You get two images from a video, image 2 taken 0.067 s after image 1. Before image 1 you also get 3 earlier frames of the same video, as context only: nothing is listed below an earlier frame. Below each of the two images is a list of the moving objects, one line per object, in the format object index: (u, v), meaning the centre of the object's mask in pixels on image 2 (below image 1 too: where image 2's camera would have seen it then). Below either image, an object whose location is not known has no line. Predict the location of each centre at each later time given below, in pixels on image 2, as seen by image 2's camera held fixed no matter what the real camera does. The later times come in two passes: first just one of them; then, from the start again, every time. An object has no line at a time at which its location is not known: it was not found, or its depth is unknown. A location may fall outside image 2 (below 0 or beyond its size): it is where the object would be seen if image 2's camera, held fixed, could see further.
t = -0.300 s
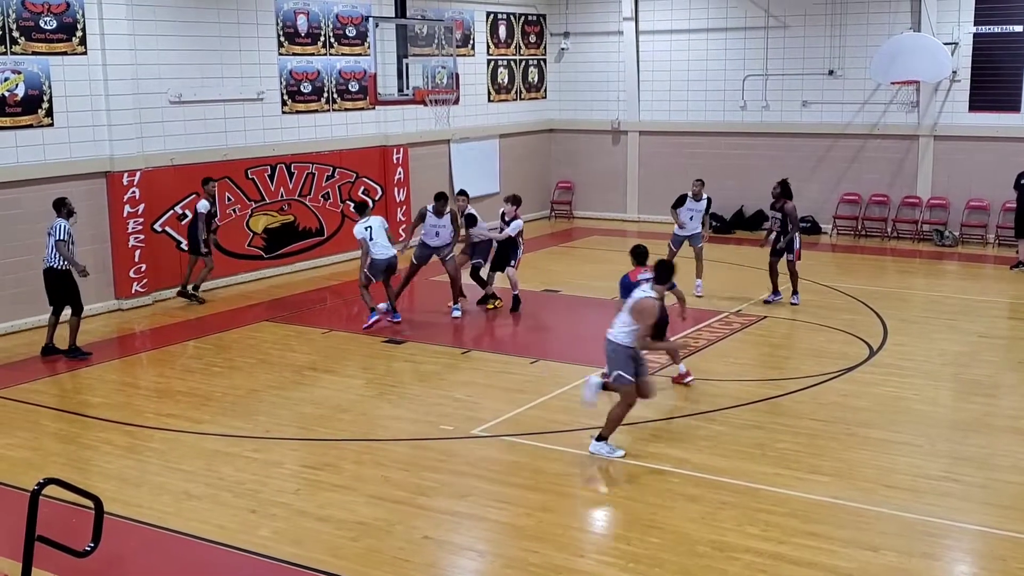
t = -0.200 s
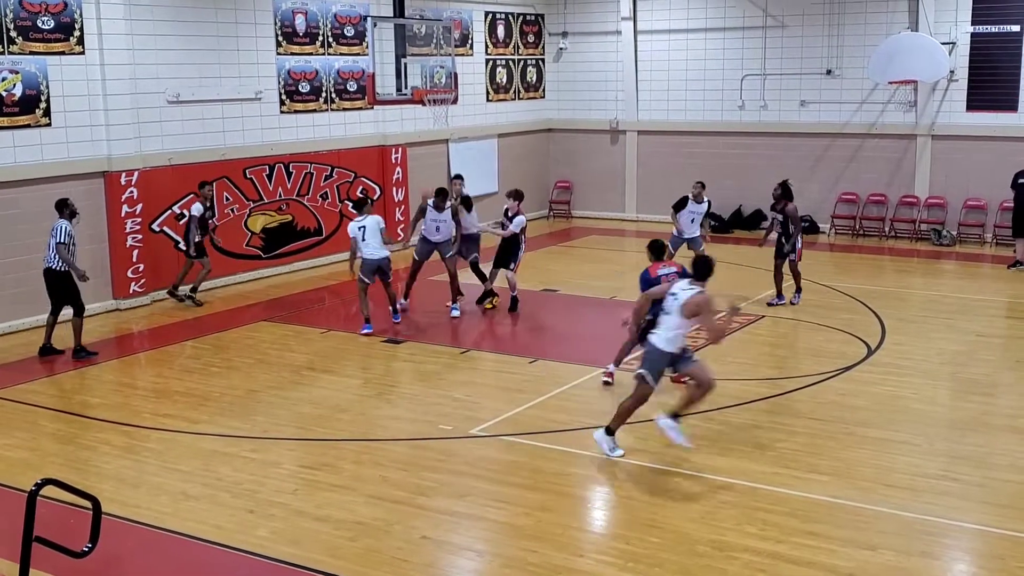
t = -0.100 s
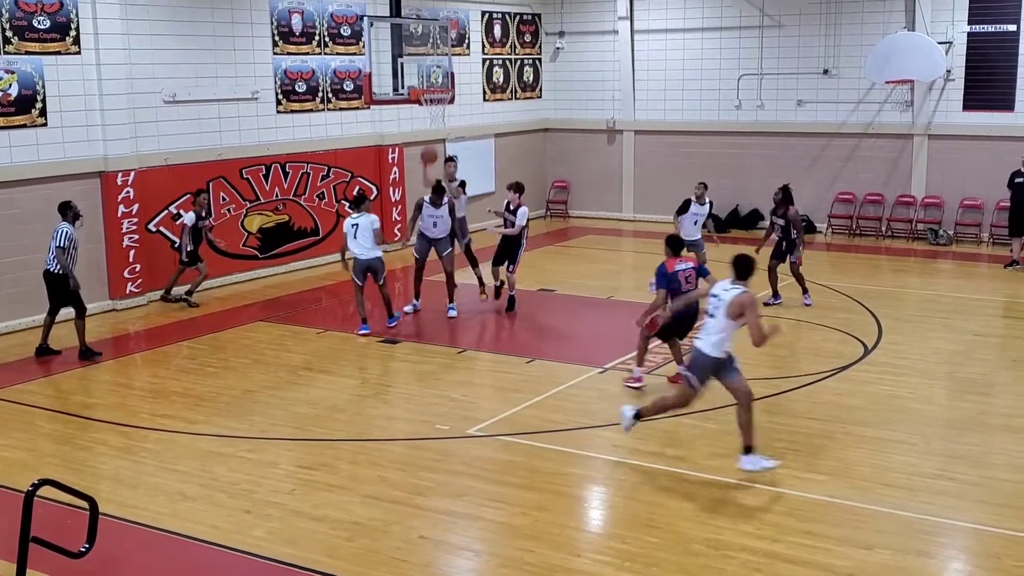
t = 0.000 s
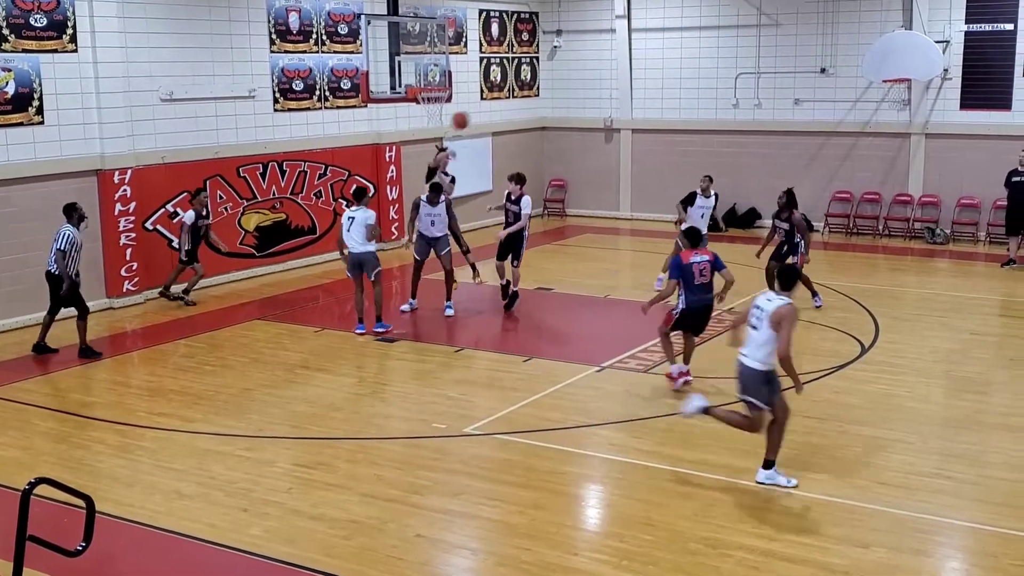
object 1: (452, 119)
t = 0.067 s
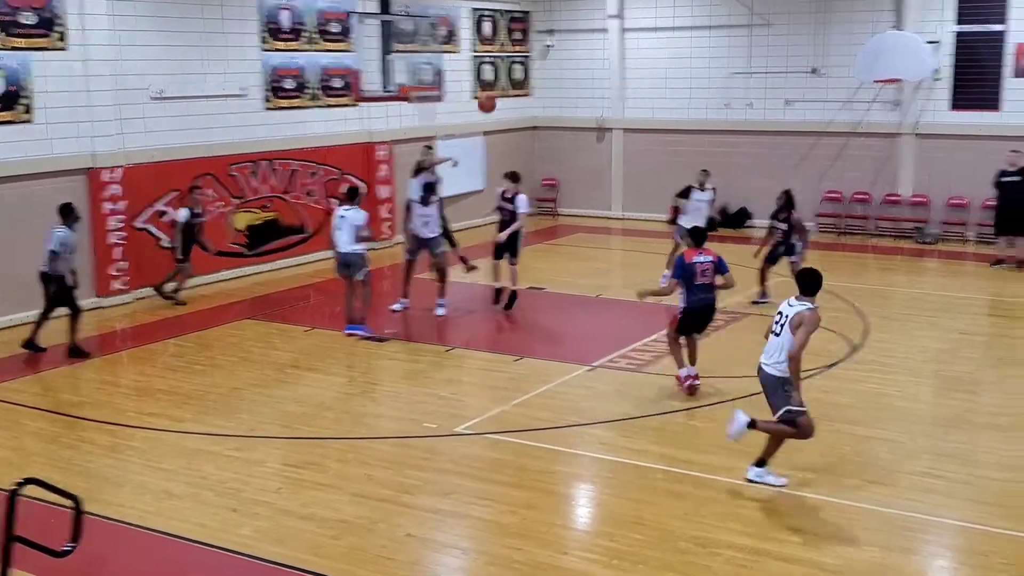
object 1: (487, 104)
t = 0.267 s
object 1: (598, 68)
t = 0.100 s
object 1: (504, 96)
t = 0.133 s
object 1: (522, 88)
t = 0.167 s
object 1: (541, 83)
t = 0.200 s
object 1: (560, 77)
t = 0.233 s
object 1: (579, 73)
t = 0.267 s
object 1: (598, 68)
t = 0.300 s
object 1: (617, 65)
